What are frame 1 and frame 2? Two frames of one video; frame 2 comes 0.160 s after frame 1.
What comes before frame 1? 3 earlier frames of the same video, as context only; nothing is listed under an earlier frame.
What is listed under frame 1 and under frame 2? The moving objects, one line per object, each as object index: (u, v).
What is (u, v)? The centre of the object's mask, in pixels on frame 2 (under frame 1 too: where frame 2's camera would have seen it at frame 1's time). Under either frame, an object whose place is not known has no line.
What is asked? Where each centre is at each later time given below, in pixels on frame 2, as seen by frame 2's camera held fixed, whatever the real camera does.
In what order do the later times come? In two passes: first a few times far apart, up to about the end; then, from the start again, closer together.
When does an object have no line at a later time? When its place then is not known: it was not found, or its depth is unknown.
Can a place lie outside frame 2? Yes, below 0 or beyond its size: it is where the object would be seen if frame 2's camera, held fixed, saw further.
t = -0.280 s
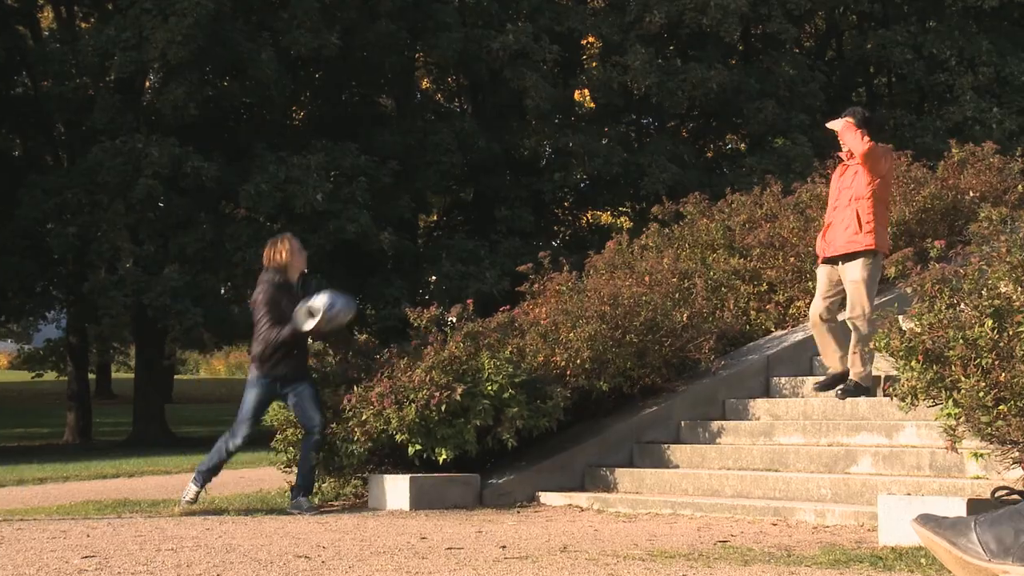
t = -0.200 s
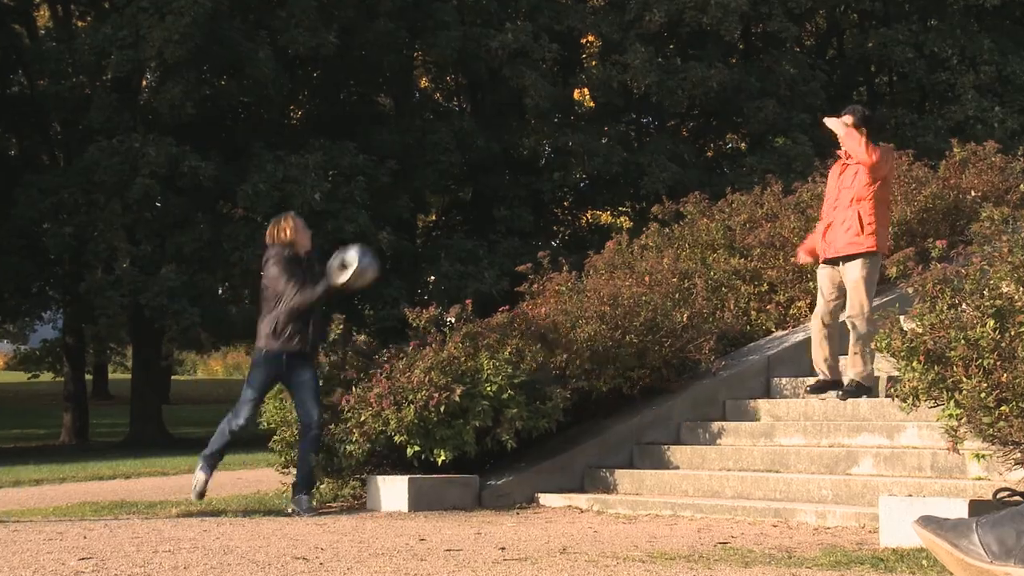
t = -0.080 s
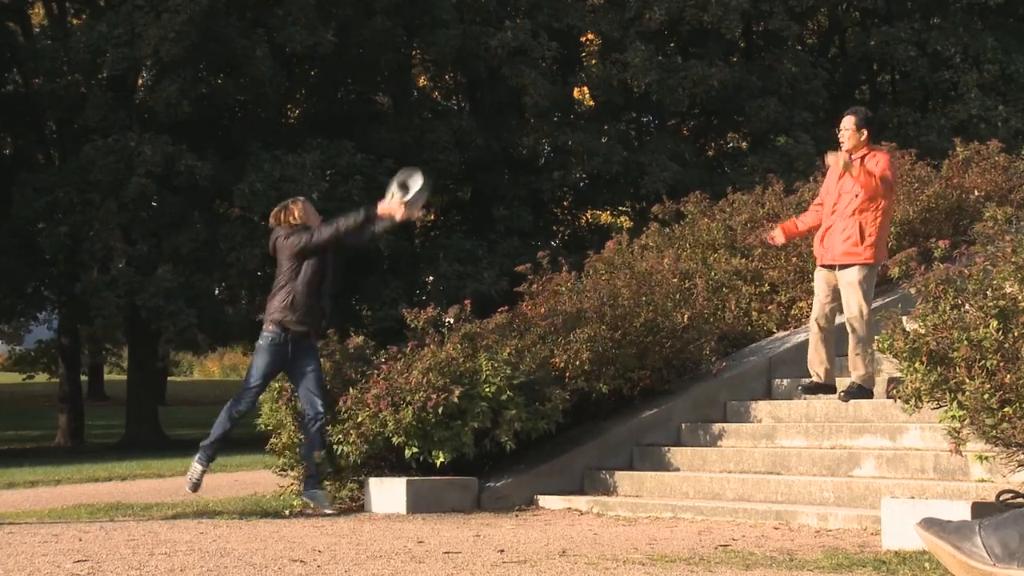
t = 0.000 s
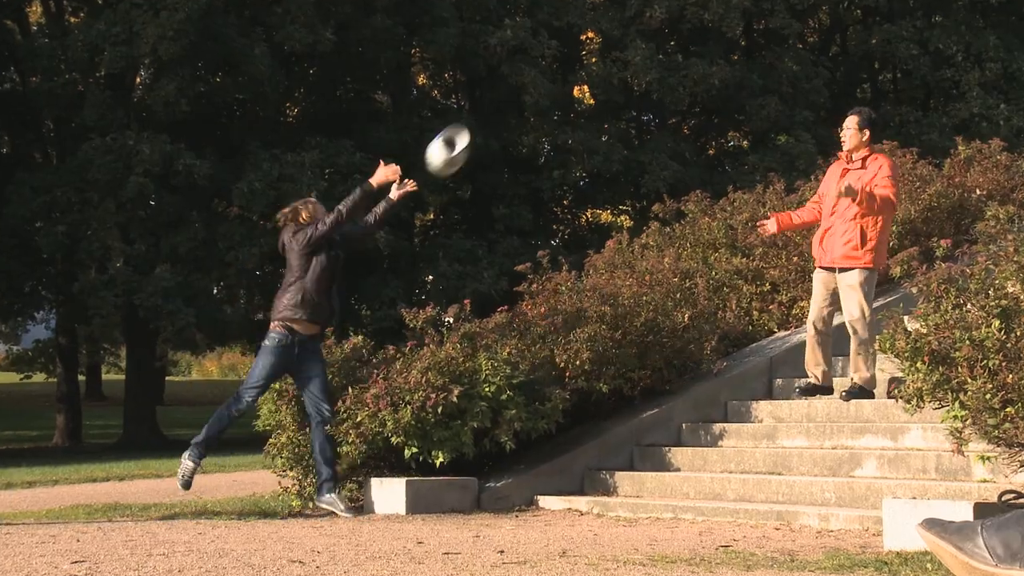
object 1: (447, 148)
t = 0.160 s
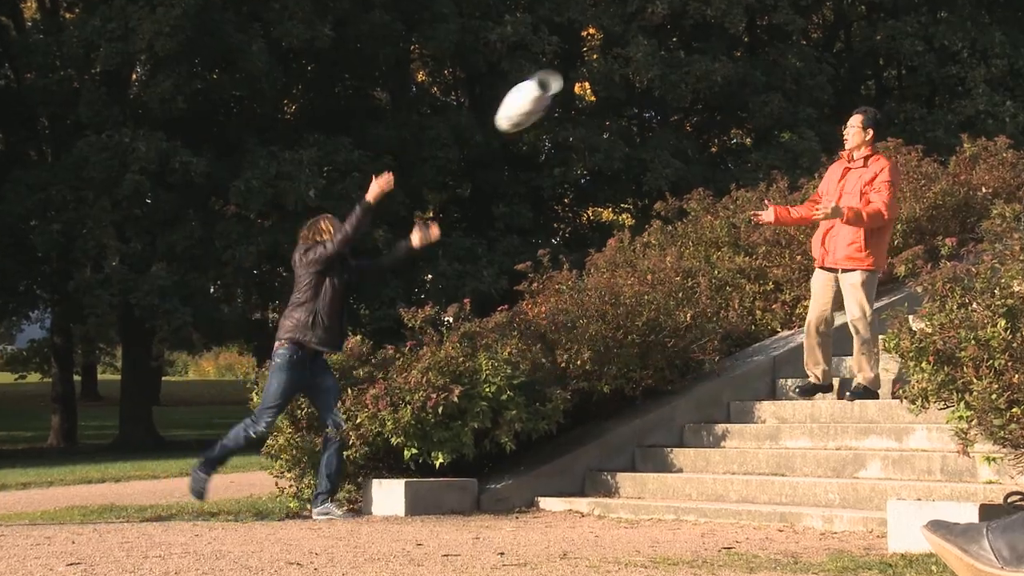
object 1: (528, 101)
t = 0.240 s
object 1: (567, 93)
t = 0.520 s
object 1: (704, 150)
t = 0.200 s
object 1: (547, 96)
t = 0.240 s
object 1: (567, 93)
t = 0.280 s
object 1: (587, 93)
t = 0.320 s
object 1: (607, 96)
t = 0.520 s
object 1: (704, 150)
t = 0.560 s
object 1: (724, 168)
